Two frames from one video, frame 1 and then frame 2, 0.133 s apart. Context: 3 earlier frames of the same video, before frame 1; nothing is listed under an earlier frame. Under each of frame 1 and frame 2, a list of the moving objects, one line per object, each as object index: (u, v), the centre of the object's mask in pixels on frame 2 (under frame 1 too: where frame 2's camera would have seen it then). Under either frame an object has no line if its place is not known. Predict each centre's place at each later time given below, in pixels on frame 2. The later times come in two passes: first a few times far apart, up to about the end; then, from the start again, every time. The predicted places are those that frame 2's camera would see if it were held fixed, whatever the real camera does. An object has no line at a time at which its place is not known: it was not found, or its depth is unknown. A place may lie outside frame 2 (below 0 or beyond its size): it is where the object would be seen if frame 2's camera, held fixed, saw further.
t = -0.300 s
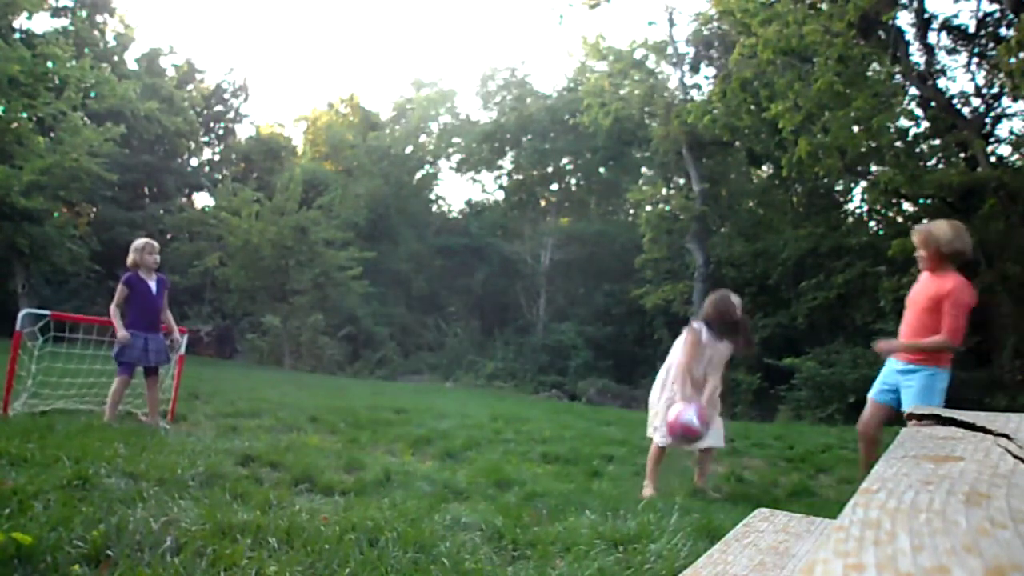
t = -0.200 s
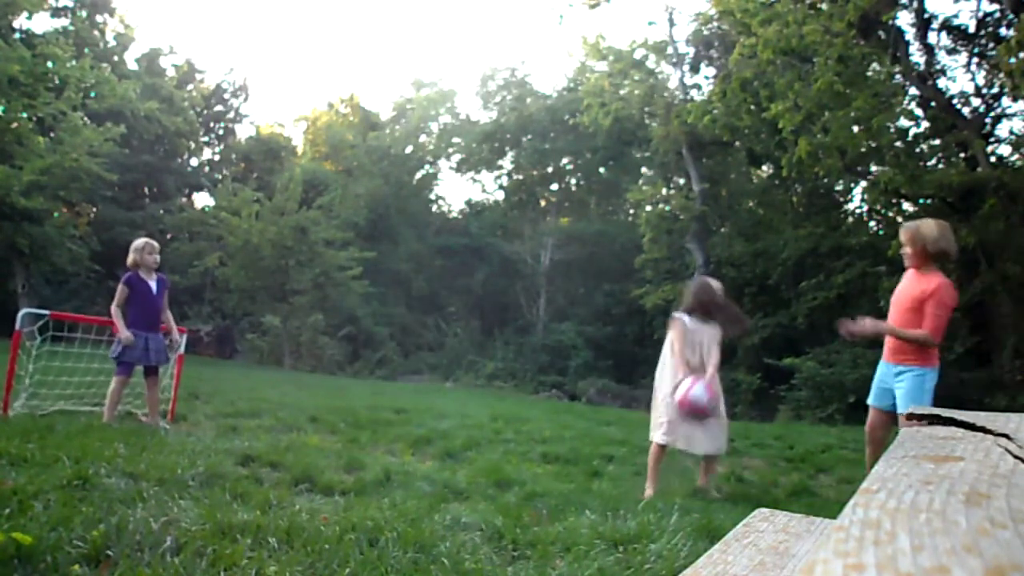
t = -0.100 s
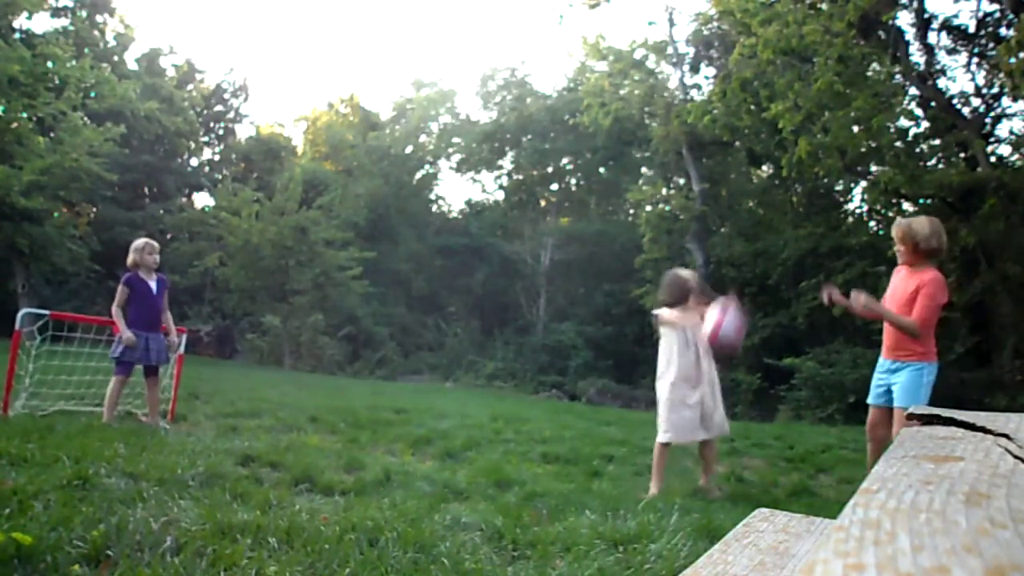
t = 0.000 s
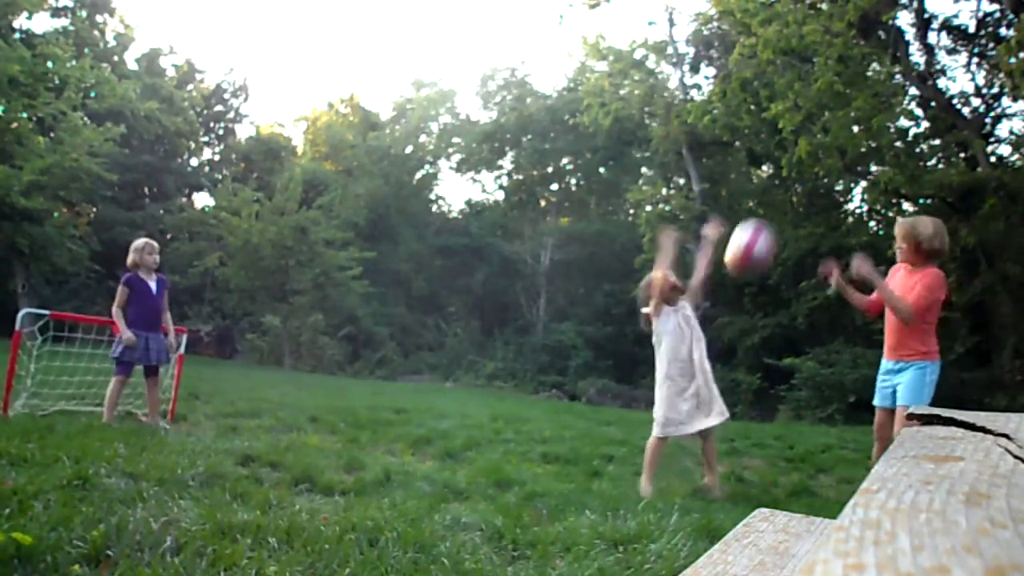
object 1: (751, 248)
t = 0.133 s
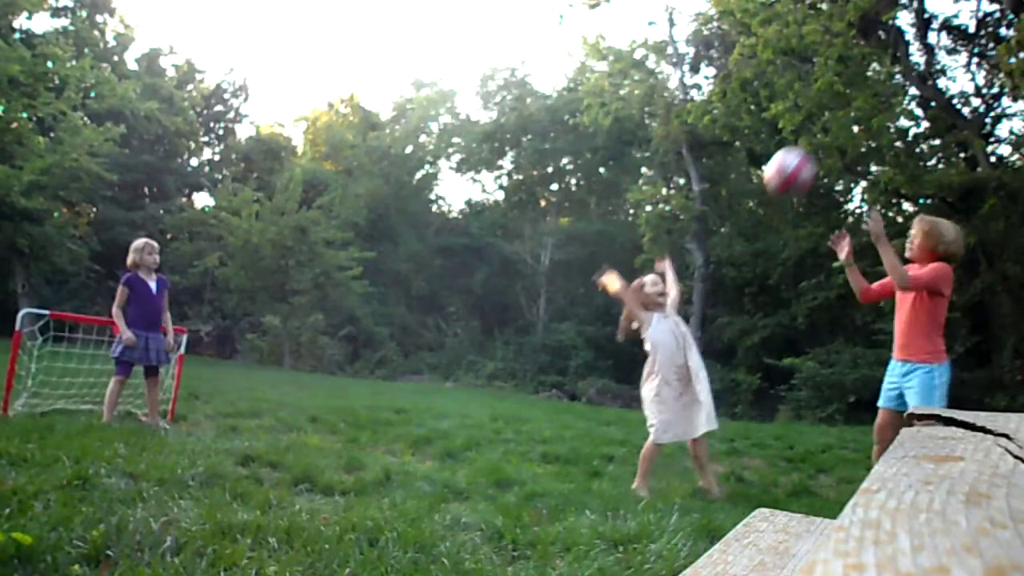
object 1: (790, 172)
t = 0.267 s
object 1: (830, 136)
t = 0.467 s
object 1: (901, 152)
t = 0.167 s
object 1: (799, 160)
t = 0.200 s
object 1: (810, 149)
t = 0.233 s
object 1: (821, 141)
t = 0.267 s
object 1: (830, 136)
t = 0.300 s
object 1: (841, 132)
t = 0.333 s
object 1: (853, 131)
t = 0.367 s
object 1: (866, 131)
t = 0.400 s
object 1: (876, 136)
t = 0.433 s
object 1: (888, 143)
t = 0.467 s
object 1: (901, 152)
